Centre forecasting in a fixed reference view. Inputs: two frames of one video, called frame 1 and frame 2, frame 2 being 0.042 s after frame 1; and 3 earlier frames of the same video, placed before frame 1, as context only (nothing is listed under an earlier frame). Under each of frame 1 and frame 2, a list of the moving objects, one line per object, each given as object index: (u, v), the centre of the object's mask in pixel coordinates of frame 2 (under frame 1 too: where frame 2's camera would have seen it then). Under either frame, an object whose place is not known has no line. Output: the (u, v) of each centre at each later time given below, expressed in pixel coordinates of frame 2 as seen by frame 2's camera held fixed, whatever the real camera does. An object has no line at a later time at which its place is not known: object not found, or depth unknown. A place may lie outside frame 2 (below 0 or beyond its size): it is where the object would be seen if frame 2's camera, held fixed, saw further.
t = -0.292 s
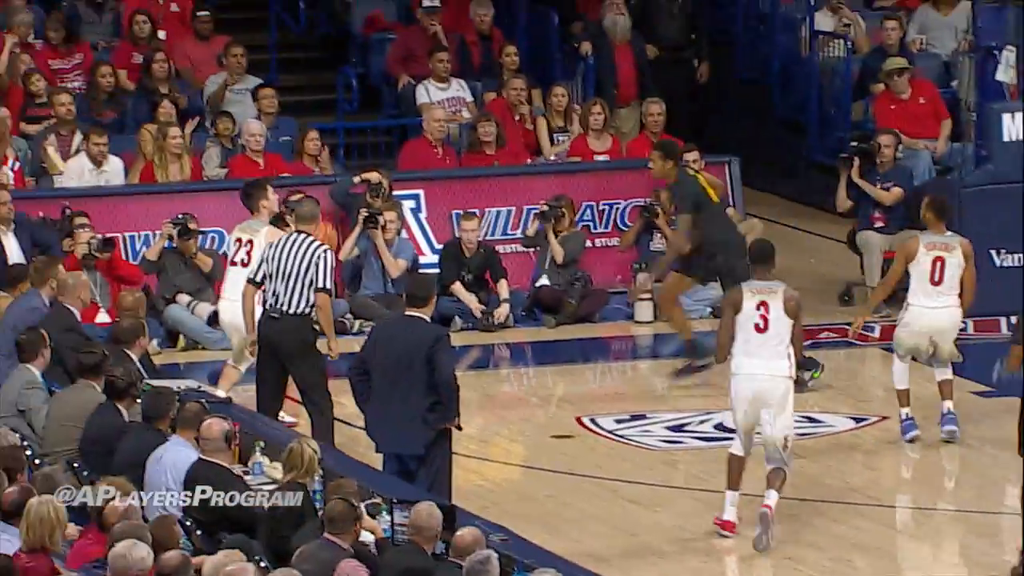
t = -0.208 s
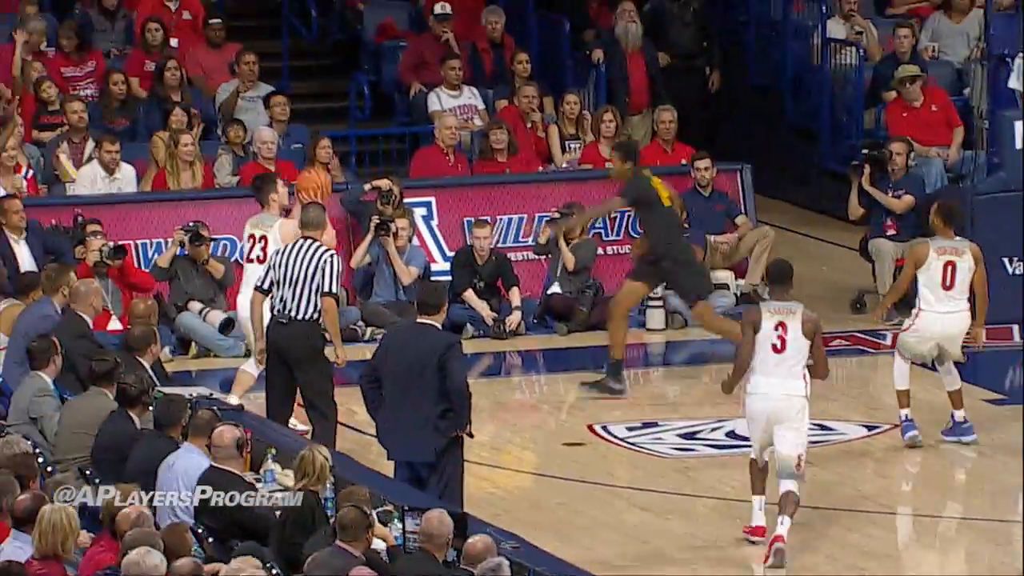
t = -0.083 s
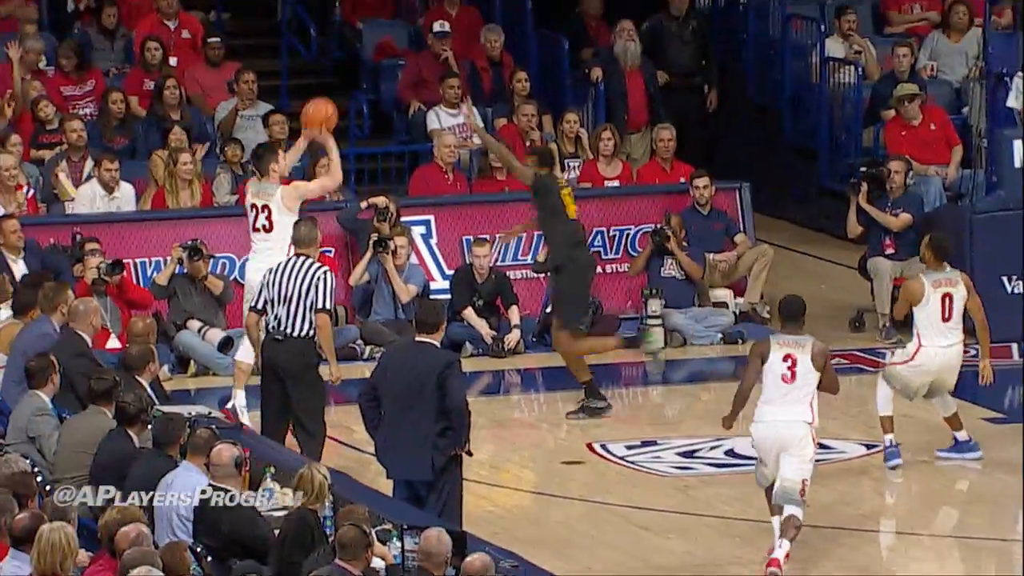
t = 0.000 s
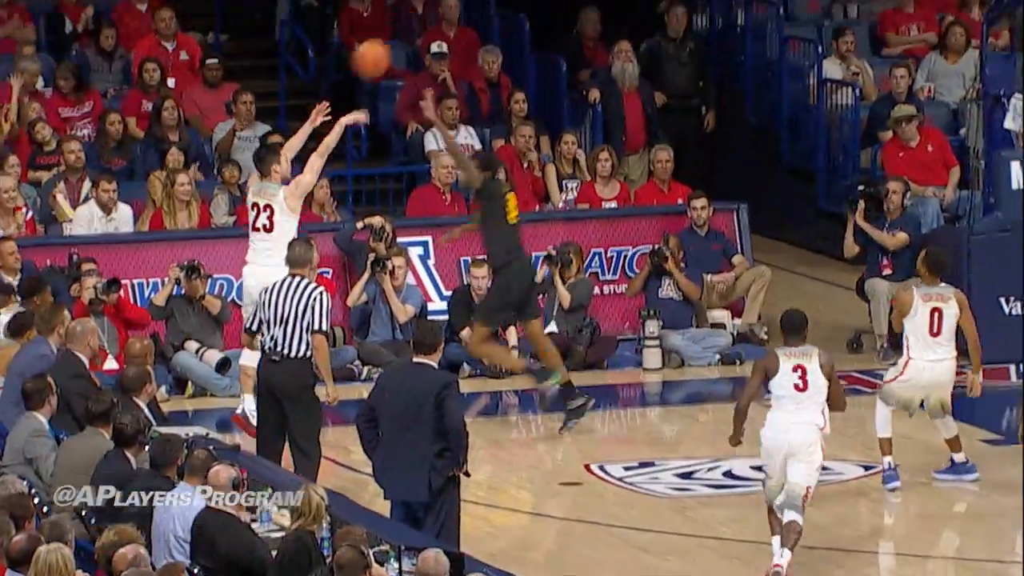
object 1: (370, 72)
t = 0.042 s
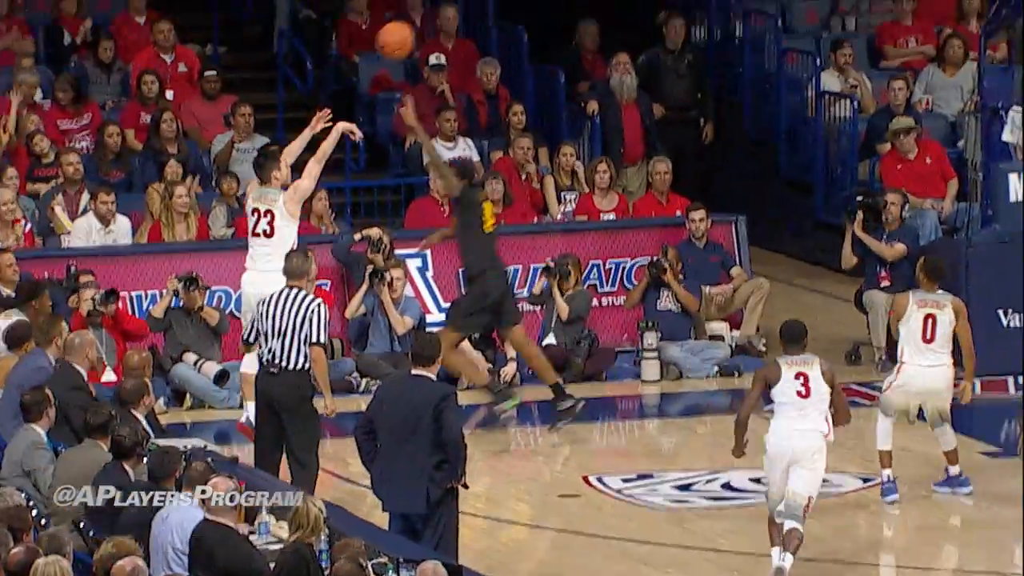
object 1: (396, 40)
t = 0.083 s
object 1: (434, -3)
